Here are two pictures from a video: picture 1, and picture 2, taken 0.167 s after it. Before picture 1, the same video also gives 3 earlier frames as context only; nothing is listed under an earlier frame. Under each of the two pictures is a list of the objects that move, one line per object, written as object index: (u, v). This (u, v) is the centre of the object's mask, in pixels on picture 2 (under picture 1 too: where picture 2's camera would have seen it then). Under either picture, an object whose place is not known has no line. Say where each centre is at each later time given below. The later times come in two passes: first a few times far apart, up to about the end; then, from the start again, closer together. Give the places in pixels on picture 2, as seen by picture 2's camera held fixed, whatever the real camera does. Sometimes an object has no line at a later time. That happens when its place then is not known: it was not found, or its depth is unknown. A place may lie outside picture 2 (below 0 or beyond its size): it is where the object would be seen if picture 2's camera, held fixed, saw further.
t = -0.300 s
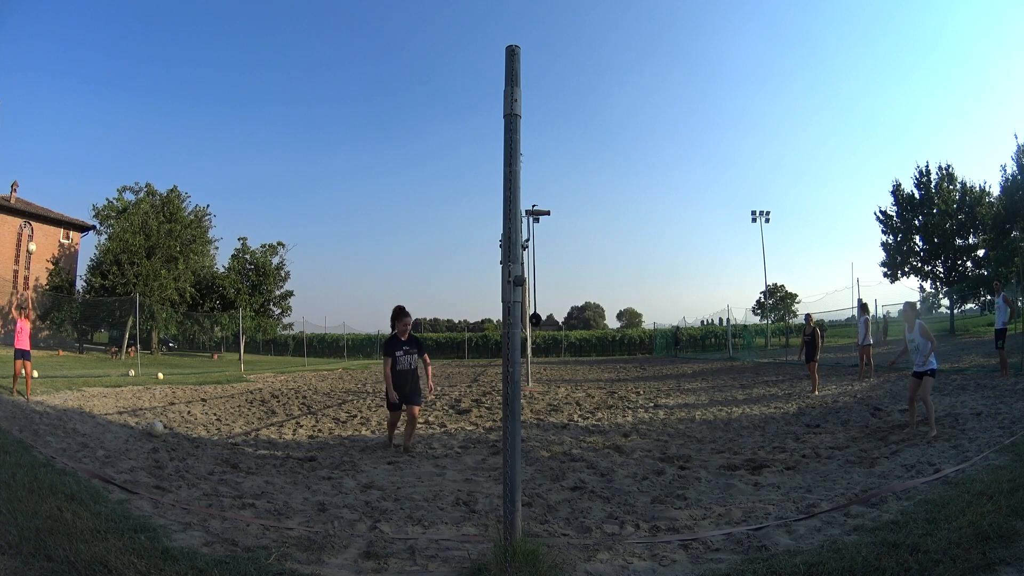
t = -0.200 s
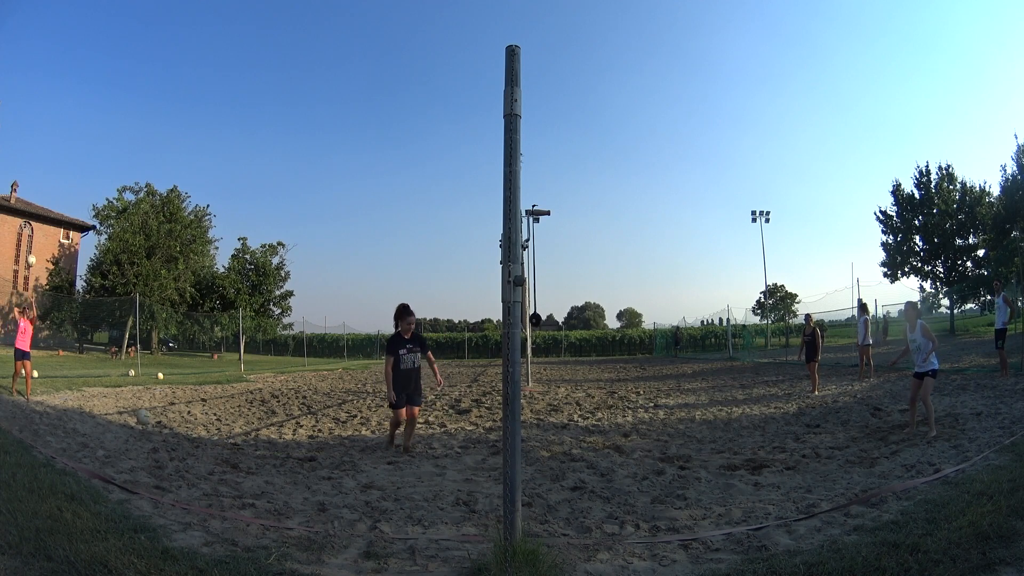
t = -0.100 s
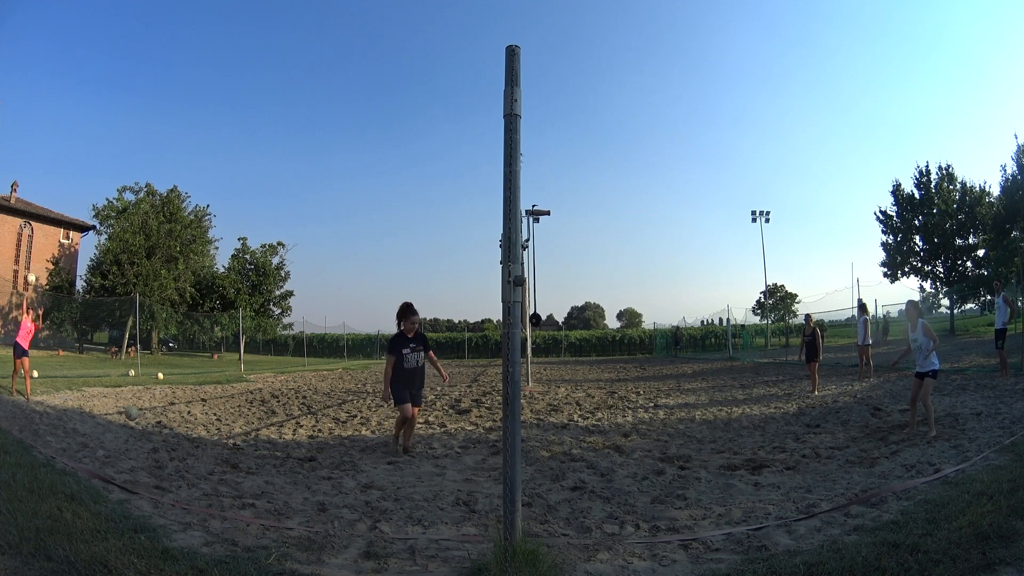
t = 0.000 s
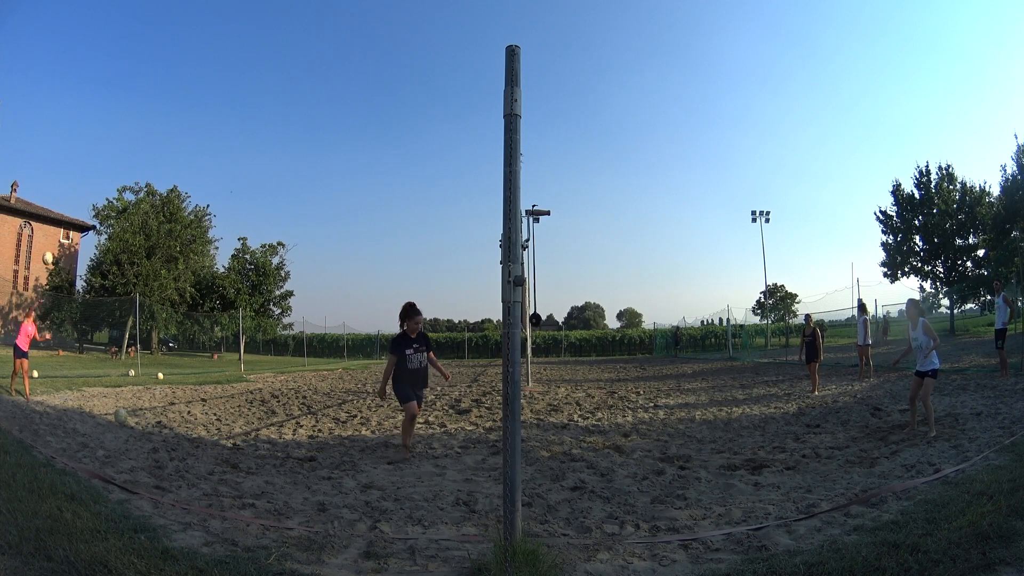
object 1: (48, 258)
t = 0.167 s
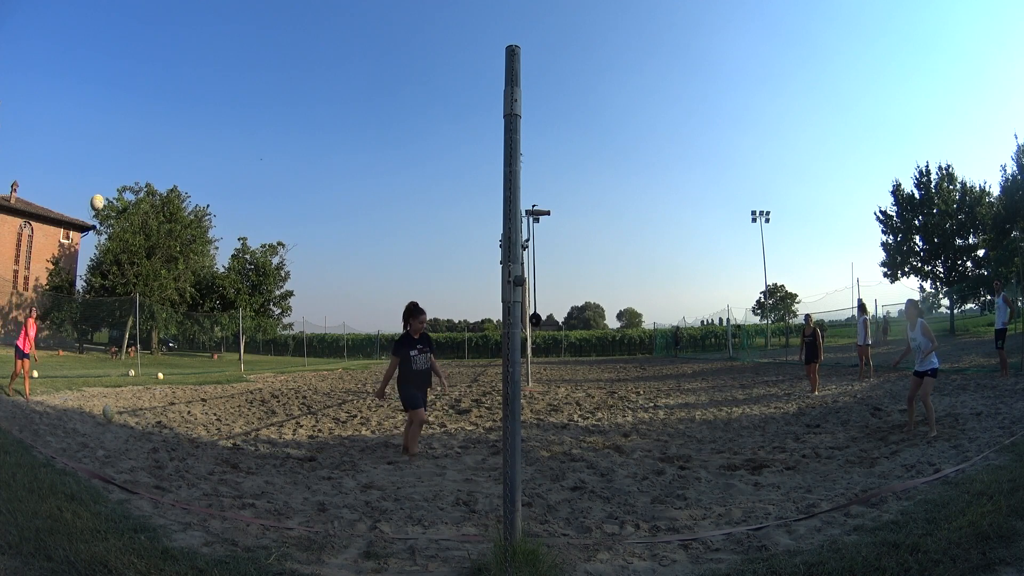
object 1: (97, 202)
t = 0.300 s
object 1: (155, 161)
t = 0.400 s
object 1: (212, 134)
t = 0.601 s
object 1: (381, 99)
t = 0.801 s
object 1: (635, 132)
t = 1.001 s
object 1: (896, 266)
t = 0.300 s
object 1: (155, 161)
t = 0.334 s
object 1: (172, 152)
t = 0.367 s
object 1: (192, 143)
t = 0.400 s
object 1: (212, 134)
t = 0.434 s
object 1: (235, 126)
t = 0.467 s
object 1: (260, 119)
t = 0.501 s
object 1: (287, 113)
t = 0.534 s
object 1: (316, 107)
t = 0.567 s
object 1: (347, 102)
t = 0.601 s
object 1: (381, 99)
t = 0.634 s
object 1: (417, 98)
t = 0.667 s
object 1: (457, 99)
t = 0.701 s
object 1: (494, 103)
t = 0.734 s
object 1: (543, 109)
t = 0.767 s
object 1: (588, 119)
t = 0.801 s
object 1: (635, 132)
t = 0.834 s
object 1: (683, 148)
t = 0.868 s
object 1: (730, 167)
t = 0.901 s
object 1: (776, 189)
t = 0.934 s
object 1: (819, 213)
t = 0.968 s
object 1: (859, 240)
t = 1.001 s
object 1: (896, 266)
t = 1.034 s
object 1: (928, 294)
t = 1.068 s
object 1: (957, 321)
